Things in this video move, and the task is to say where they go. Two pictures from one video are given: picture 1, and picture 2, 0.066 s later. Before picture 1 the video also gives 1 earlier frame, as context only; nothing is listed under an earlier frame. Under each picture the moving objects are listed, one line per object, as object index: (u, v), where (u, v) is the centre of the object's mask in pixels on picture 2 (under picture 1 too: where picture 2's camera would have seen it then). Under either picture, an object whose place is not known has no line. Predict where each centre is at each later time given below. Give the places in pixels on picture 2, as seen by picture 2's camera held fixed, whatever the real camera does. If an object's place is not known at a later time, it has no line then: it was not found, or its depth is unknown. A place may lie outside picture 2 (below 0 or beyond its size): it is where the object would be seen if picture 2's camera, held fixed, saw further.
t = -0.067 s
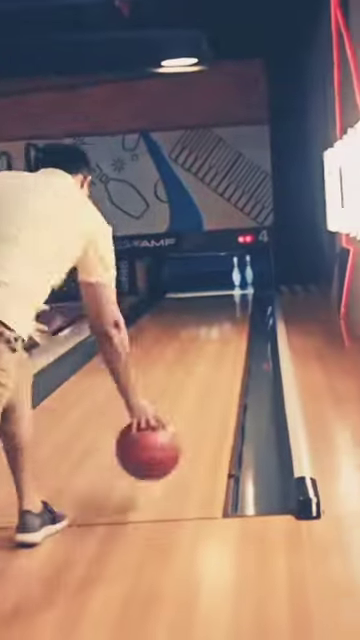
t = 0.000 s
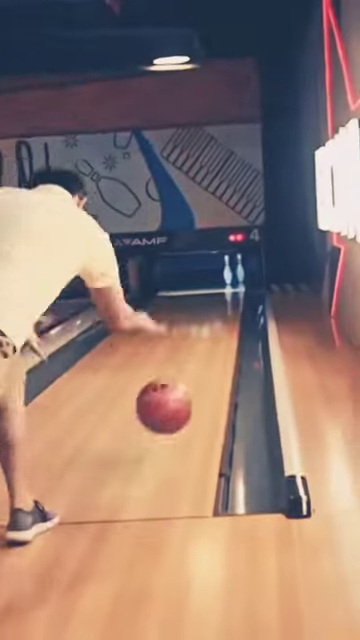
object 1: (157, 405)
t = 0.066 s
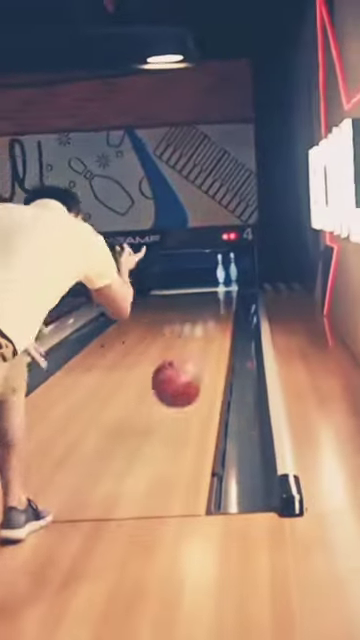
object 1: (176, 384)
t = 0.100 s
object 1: (185, 376)
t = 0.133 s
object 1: (192, 375)
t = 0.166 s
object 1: (199, 375)
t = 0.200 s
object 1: (205, 366)
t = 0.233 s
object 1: (210, 359)
